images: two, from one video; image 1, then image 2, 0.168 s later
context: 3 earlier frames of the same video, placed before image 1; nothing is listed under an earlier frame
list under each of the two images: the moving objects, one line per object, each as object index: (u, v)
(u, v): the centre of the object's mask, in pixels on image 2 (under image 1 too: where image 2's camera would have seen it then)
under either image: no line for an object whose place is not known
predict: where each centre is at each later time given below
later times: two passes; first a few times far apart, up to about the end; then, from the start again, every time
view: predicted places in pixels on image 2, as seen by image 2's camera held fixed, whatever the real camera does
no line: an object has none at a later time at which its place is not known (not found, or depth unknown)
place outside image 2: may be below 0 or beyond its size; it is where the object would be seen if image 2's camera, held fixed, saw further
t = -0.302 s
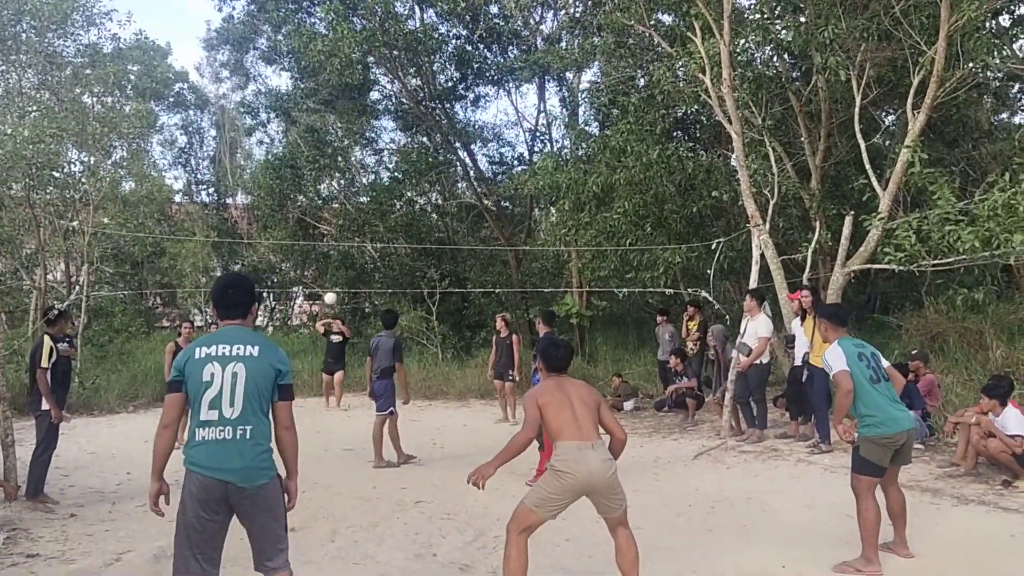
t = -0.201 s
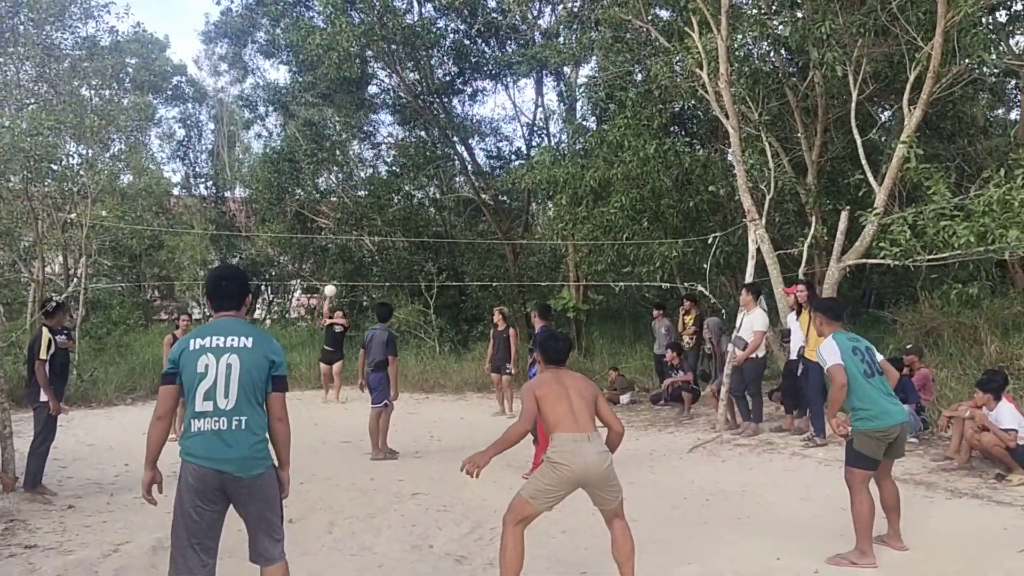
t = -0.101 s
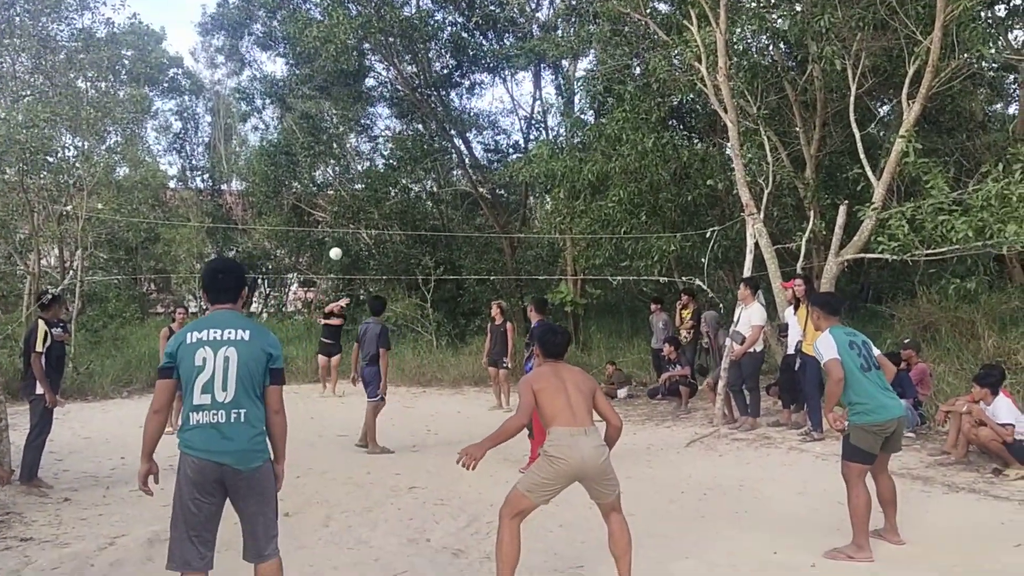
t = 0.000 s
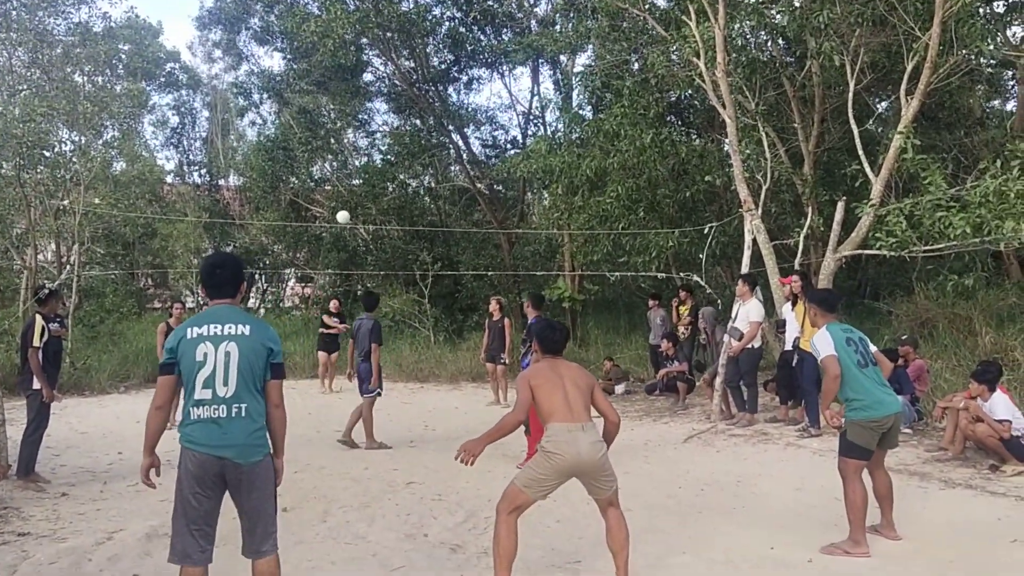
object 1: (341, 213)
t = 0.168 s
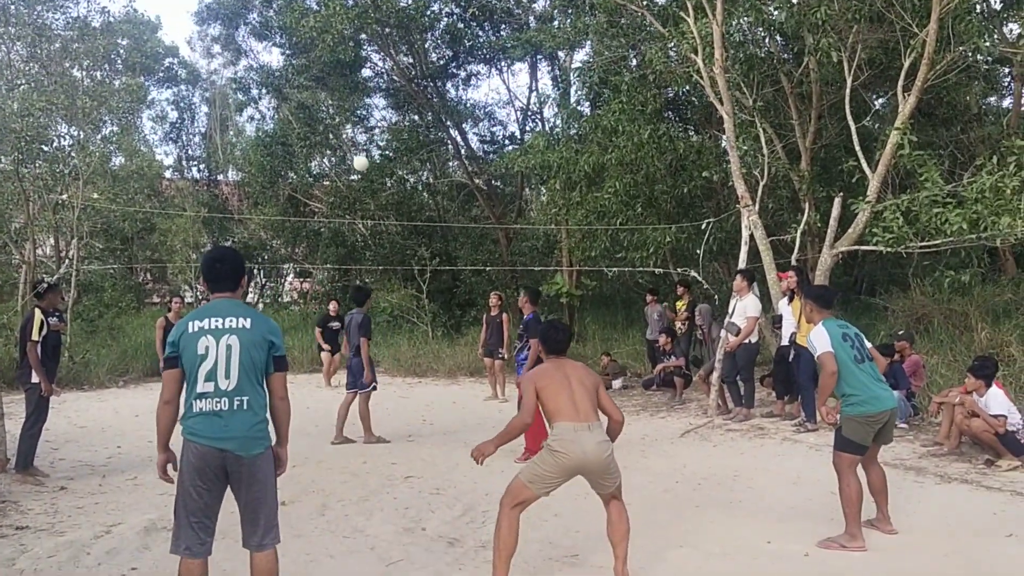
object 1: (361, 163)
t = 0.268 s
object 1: (375, 137)
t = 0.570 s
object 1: (432, 88)
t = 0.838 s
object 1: (519, 111)
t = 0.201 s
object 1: (364, 154)
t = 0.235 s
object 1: (369, 146)
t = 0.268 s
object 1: (375, 137)
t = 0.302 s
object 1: (380, 130)
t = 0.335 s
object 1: (385, 123)
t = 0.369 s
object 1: (391, 116)
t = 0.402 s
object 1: (396, 109)
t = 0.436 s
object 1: (403, 103)
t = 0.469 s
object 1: (409, 99)
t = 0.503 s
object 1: (416, 94)
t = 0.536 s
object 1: (424, 91)
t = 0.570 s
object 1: (432, 88)
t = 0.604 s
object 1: (440, 86)
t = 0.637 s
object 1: (449, 86)
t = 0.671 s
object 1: (458, 86)
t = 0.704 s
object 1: (469, 88)
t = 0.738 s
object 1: (480, 91)
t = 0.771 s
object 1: (492, 96)
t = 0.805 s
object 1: (505, 102)
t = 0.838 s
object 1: (519, 111)
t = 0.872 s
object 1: (534, 122)
